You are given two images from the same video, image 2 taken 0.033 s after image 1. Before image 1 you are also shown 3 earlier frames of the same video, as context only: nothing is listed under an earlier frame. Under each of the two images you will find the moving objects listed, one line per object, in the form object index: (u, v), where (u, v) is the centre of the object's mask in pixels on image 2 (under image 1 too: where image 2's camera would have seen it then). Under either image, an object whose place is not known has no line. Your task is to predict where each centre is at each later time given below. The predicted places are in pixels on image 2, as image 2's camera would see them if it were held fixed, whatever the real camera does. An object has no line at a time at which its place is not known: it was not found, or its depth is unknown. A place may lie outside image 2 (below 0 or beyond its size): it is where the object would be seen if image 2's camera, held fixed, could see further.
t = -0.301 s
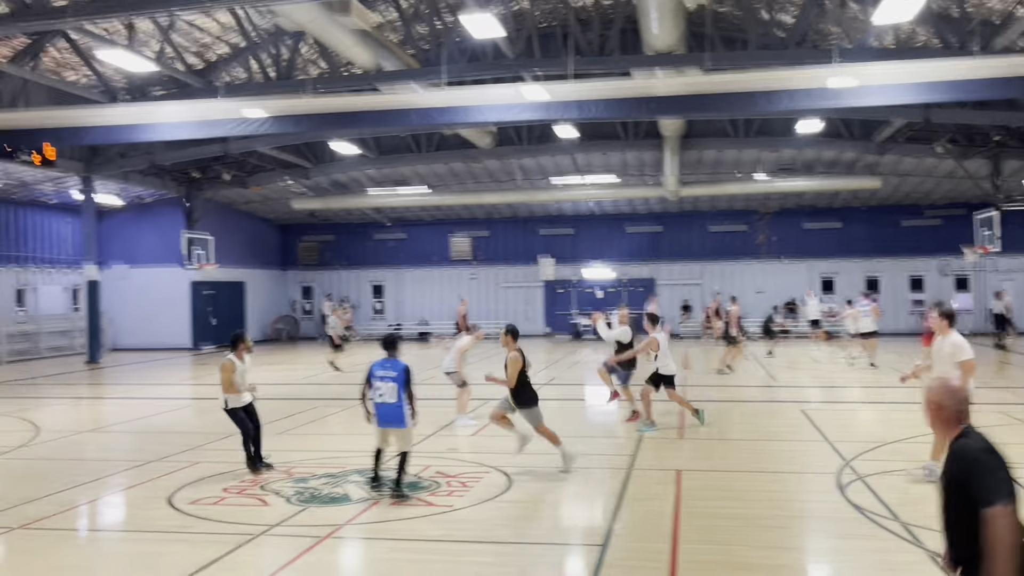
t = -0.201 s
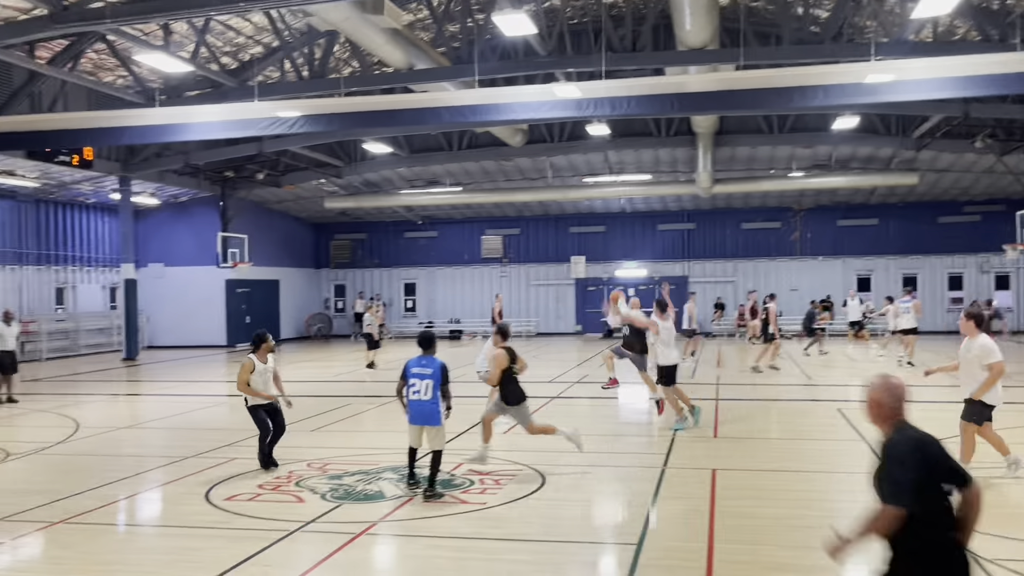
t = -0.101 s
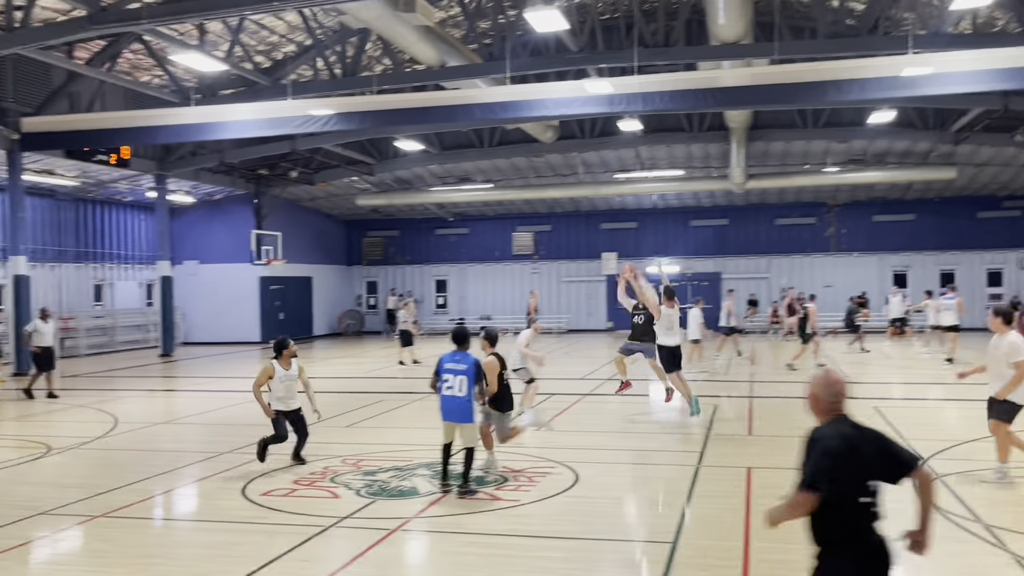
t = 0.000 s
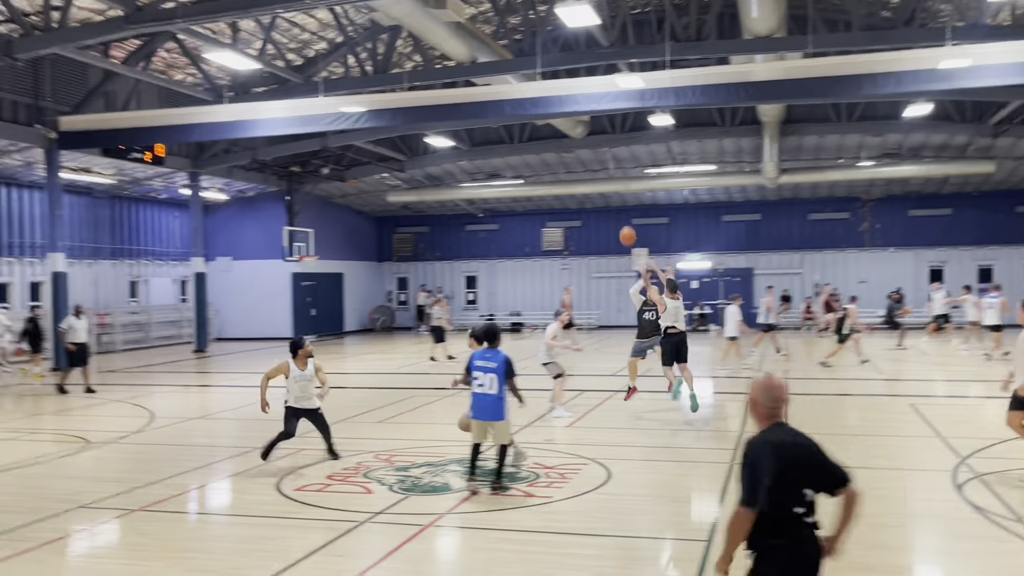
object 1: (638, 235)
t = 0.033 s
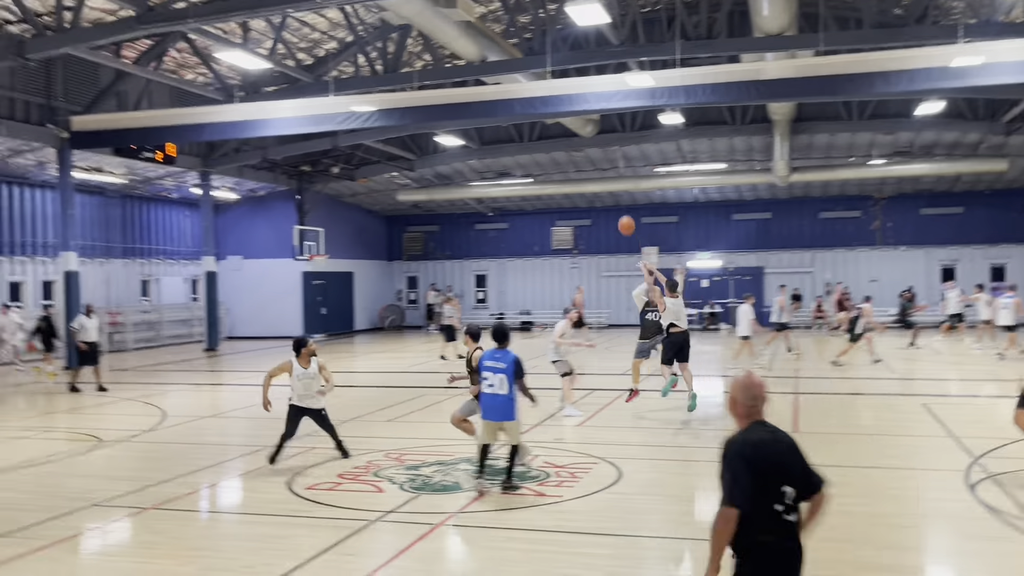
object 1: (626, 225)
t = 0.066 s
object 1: (615, 217)
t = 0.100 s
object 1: (602, 208)
